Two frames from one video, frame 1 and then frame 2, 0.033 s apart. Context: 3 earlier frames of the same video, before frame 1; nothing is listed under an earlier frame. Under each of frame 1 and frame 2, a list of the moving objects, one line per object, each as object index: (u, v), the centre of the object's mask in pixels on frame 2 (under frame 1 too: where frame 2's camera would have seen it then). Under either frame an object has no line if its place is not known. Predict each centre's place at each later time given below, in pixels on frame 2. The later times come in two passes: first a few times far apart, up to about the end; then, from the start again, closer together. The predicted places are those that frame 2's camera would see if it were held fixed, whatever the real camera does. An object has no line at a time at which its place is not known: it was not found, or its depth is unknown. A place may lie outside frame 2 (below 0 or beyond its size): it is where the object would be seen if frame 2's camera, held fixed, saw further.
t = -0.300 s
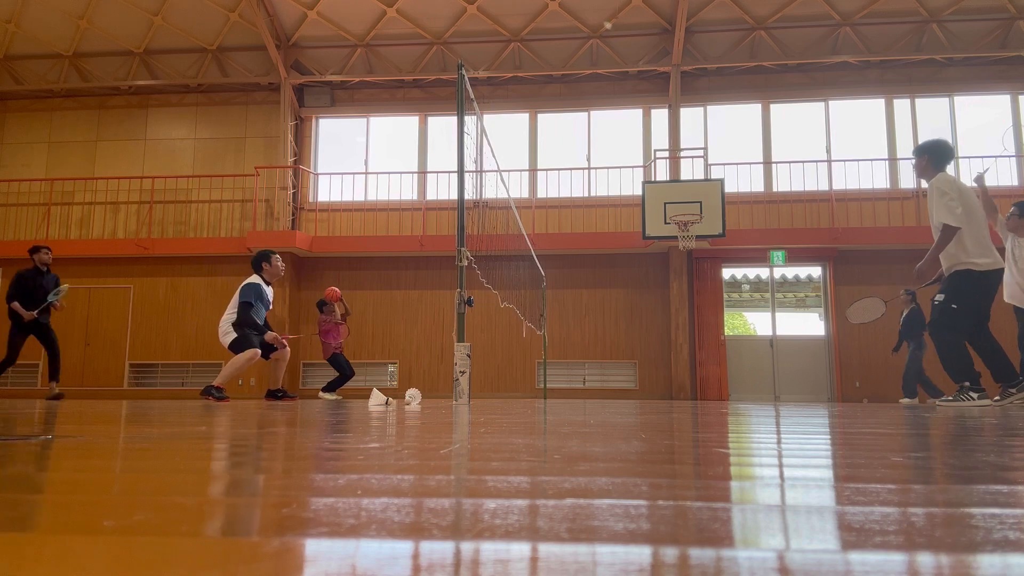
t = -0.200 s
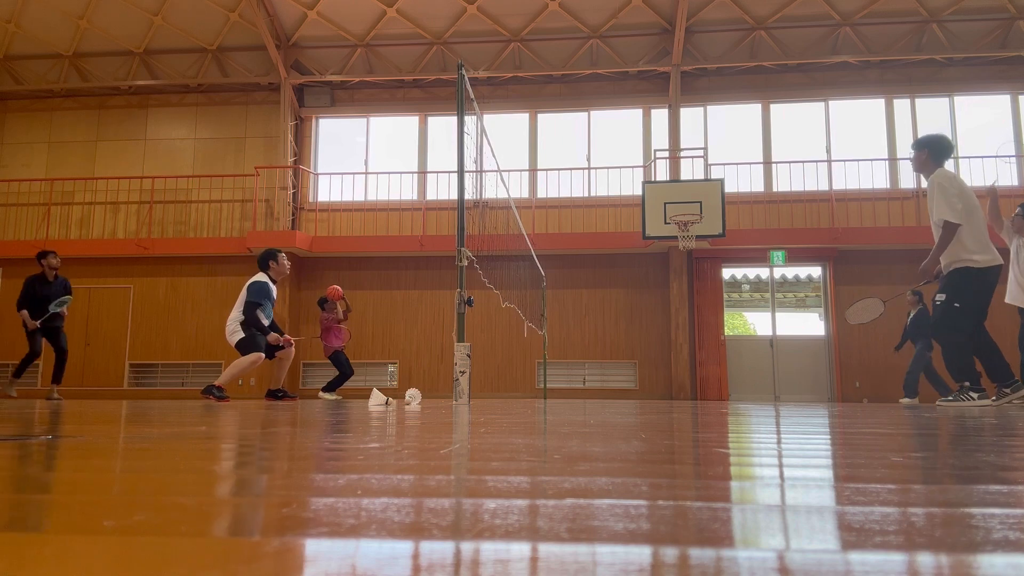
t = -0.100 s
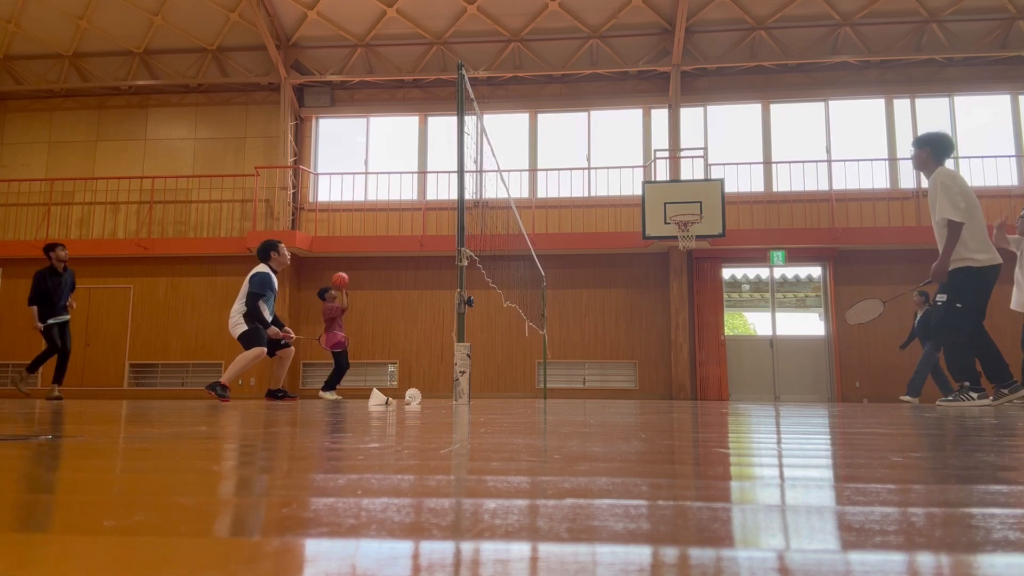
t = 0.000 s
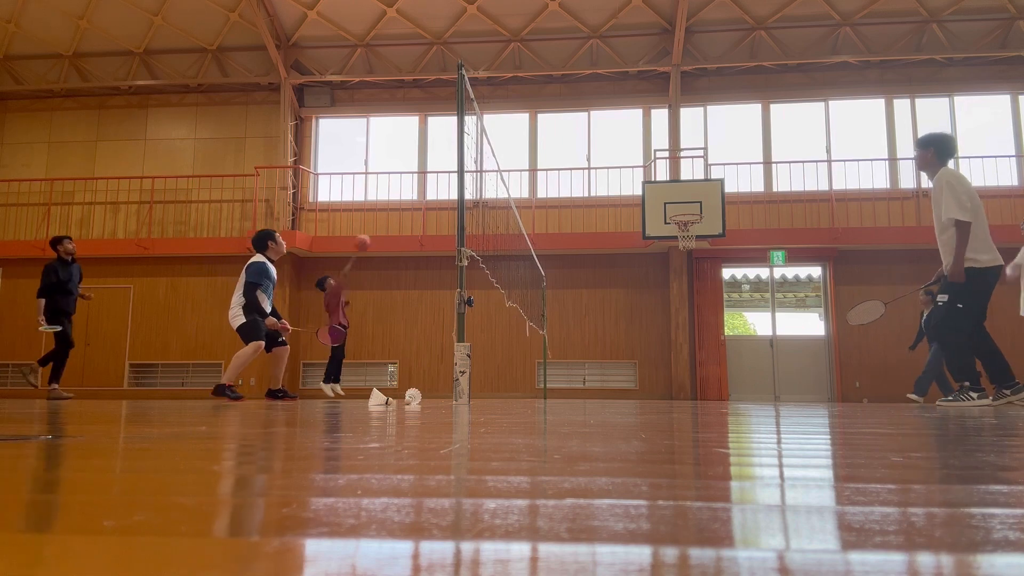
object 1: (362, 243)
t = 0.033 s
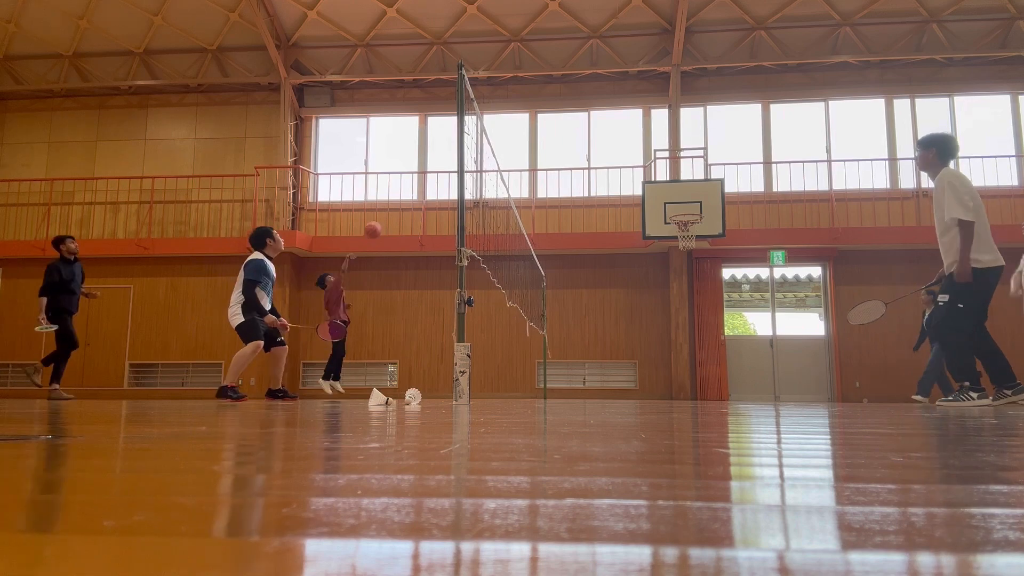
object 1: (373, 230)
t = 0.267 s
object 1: (444, 162)
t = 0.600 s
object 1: (541, 125)
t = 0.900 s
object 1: (627, 152)
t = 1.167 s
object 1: (688, 212)
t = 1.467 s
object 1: (672, 171)
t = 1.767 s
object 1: (668, 180)
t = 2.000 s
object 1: (665, 219)
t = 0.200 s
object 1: (424, 177)
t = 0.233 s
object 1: (433, 169)
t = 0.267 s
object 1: (444, 162)
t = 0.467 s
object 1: (503, 131)
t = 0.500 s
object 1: (512, 128)
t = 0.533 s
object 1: (522, 126)
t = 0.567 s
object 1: (532, 125)
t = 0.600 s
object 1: (541, 125)
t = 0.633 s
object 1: (551, 125)
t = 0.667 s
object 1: (560, 126)
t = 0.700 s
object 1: (570, 127)
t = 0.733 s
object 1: (579, 130)
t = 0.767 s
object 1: (589, 133)
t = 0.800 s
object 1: (599, 137)
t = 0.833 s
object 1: (608, 141)
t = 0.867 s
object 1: (618, 146)
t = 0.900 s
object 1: (627, 152)
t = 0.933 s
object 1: (637, 159)
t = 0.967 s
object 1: (646, 166)
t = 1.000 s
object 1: (656, 174)
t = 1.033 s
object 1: (666, 183)
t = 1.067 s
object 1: (676, 192)
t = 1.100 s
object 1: (685, 203)
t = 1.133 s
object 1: (695, 213)
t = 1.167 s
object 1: (688, 212)
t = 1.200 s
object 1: (678, 210)
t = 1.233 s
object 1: (677, 205)
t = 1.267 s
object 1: (676, 198)
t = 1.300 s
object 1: (675, 191)
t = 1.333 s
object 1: (674, 186)
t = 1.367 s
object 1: (674, 181)
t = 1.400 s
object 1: (673, 177)
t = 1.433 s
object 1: (672, 173)
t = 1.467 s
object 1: (672, 171)
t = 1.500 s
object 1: (672, 170)
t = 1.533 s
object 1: (671, 168)
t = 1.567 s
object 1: (671, 168)
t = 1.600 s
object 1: (670, 169)
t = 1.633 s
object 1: (670, 169)
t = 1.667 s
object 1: (670, 171)
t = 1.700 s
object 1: (669, 173)
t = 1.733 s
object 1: (668, 176)
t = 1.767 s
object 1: (668, 180)
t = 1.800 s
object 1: (668, 184)
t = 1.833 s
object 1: (667, 189)
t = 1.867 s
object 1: (666, 195)
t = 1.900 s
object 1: (666, 202)
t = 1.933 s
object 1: (666, 209)
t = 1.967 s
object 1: (666, 214)
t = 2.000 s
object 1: (665, 219)
